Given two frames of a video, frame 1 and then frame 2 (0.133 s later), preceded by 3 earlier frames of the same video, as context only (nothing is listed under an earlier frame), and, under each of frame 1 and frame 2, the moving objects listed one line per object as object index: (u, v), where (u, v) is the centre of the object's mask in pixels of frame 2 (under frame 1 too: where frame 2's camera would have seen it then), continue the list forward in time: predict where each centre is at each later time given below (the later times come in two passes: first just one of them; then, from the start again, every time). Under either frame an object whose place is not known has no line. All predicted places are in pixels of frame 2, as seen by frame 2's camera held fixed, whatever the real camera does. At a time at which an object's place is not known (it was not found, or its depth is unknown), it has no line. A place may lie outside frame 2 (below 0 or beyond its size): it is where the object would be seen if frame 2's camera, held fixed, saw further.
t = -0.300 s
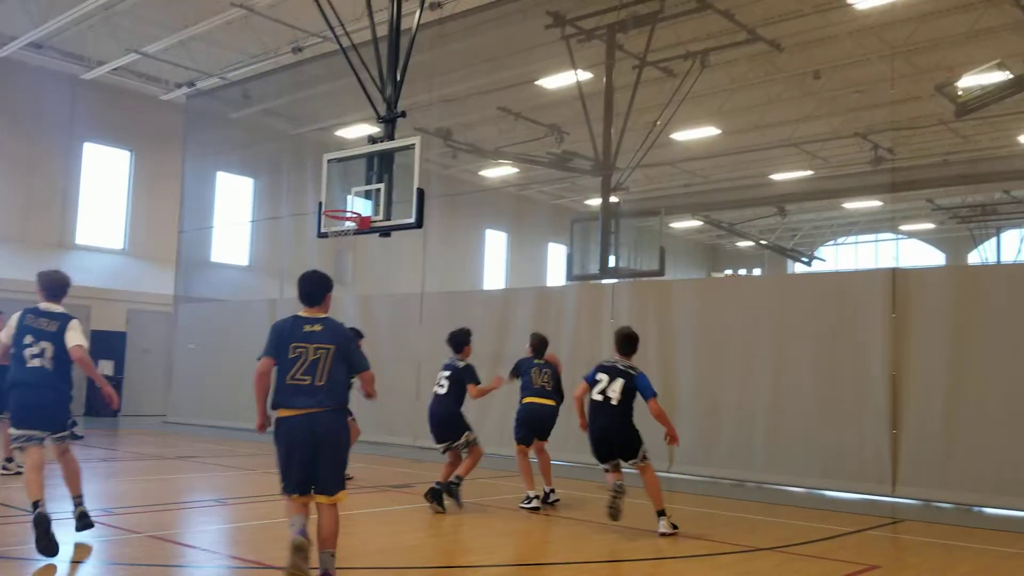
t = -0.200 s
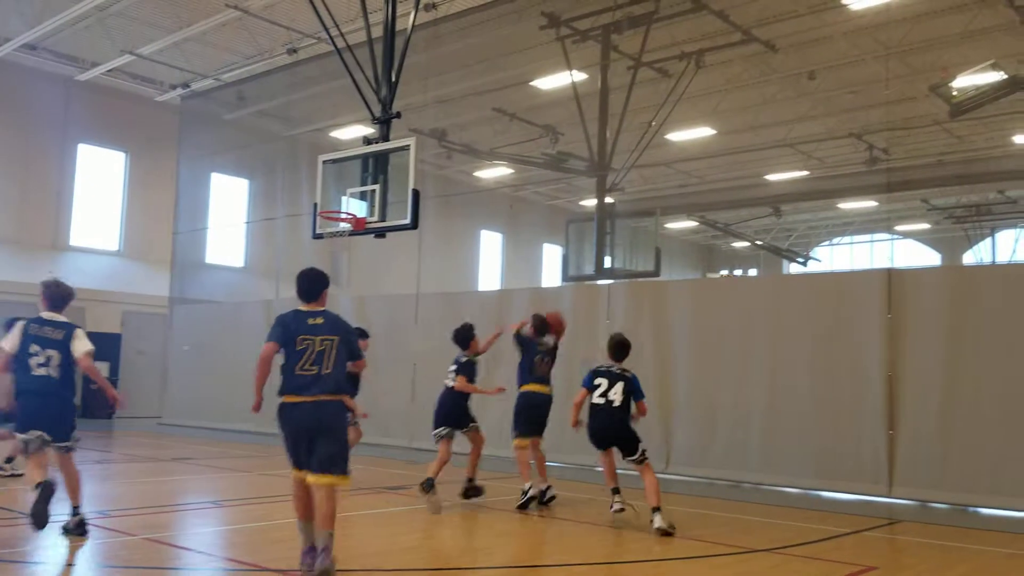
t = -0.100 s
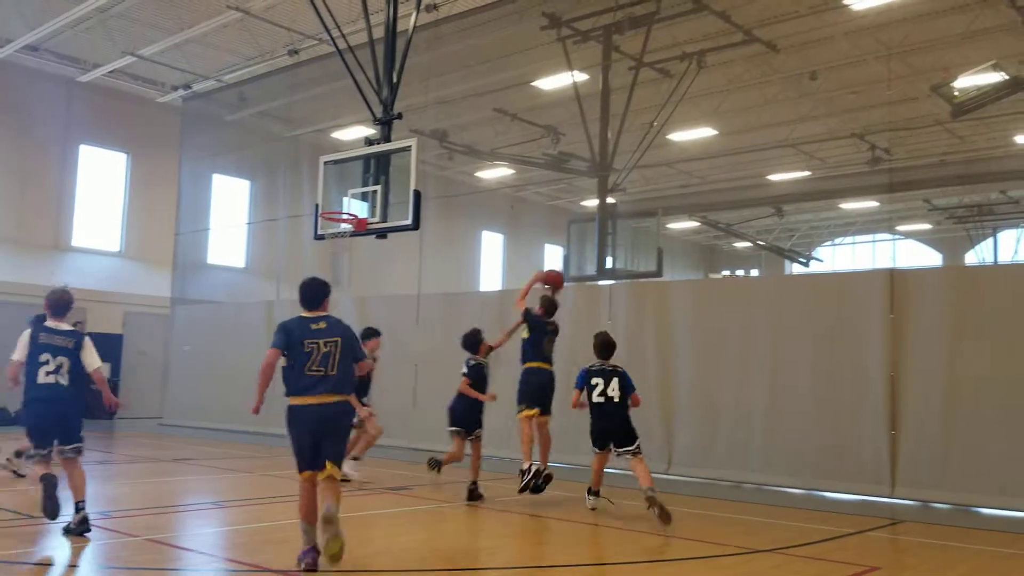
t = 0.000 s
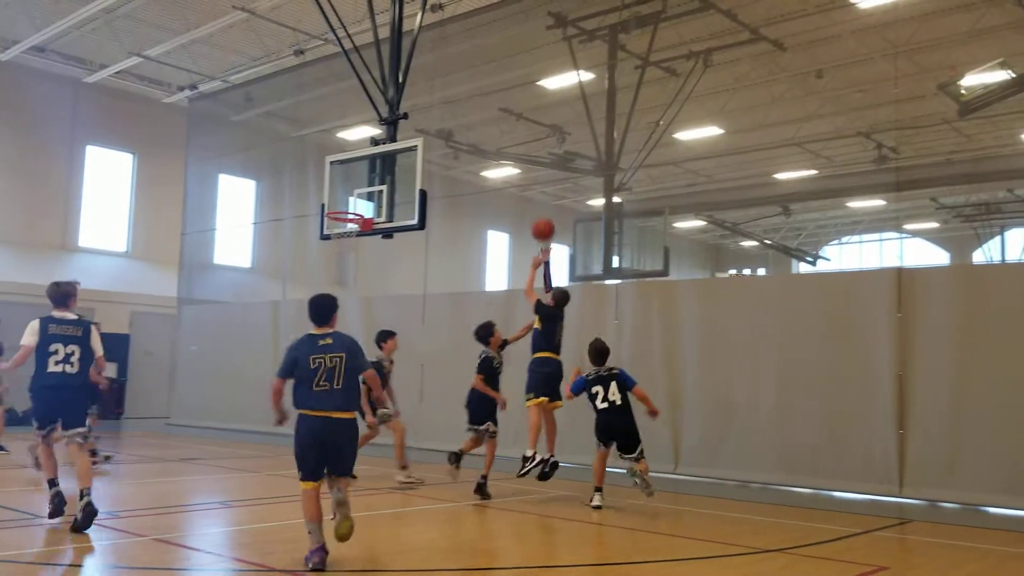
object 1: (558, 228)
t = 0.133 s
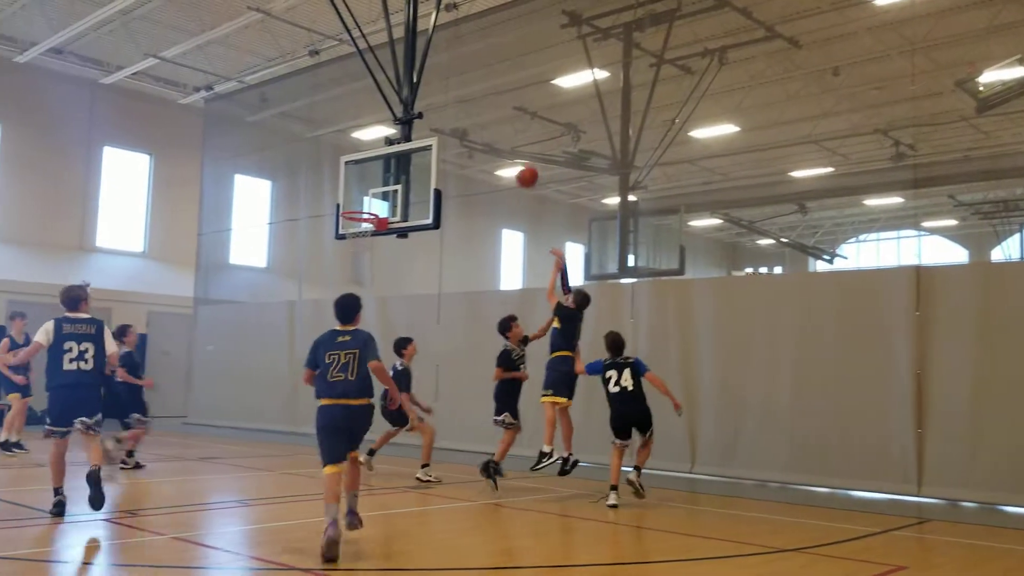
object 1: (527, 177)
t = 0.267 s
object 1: (497, 144)
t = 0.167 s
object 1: (519, 166)
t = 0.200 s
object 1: (511, 157)
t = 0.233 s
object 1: (504, 150)
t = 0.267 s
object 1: (497, 144)
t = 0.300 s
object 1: (490, 139)
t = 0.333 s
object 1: (483, 134)
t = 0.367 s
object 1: (476, 131)
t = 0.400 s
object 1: (469, 128)
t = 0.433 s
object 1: (462, 127)
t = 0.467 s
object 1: (455, 127)
